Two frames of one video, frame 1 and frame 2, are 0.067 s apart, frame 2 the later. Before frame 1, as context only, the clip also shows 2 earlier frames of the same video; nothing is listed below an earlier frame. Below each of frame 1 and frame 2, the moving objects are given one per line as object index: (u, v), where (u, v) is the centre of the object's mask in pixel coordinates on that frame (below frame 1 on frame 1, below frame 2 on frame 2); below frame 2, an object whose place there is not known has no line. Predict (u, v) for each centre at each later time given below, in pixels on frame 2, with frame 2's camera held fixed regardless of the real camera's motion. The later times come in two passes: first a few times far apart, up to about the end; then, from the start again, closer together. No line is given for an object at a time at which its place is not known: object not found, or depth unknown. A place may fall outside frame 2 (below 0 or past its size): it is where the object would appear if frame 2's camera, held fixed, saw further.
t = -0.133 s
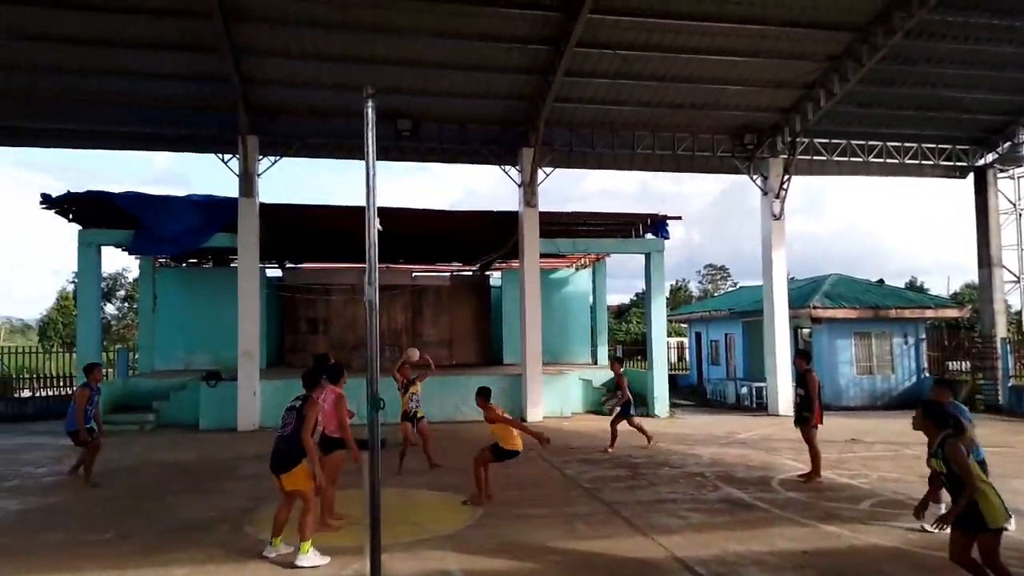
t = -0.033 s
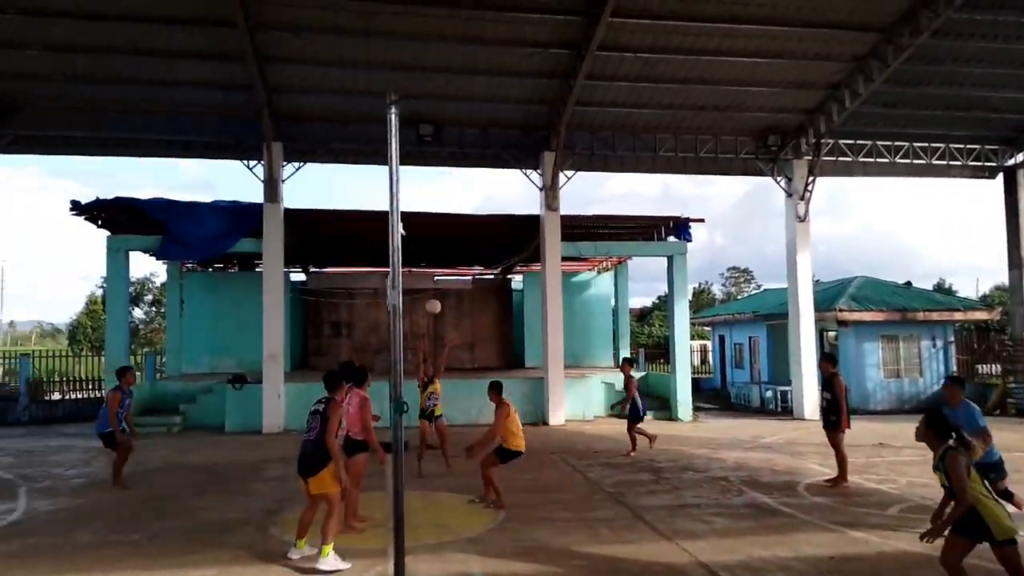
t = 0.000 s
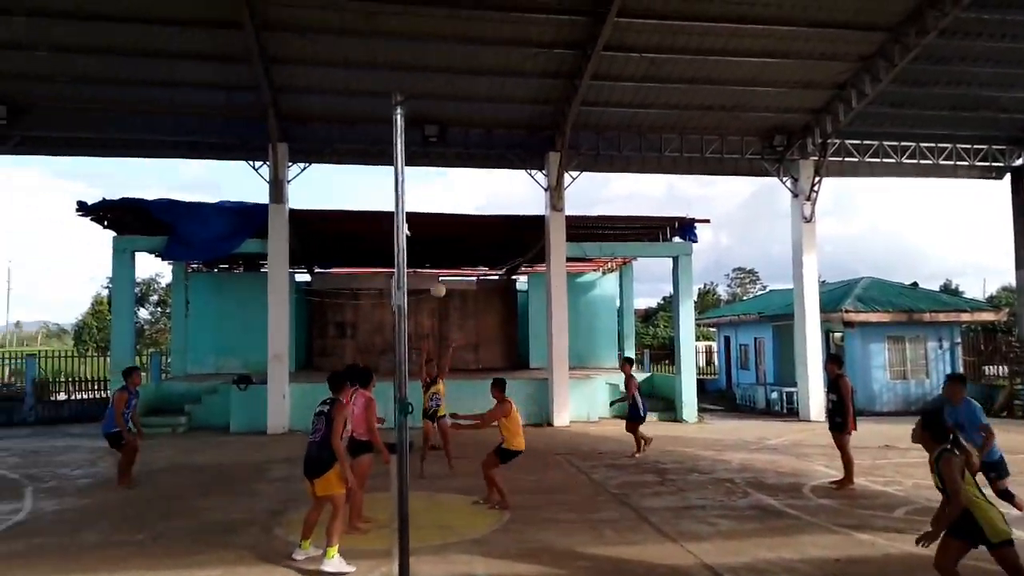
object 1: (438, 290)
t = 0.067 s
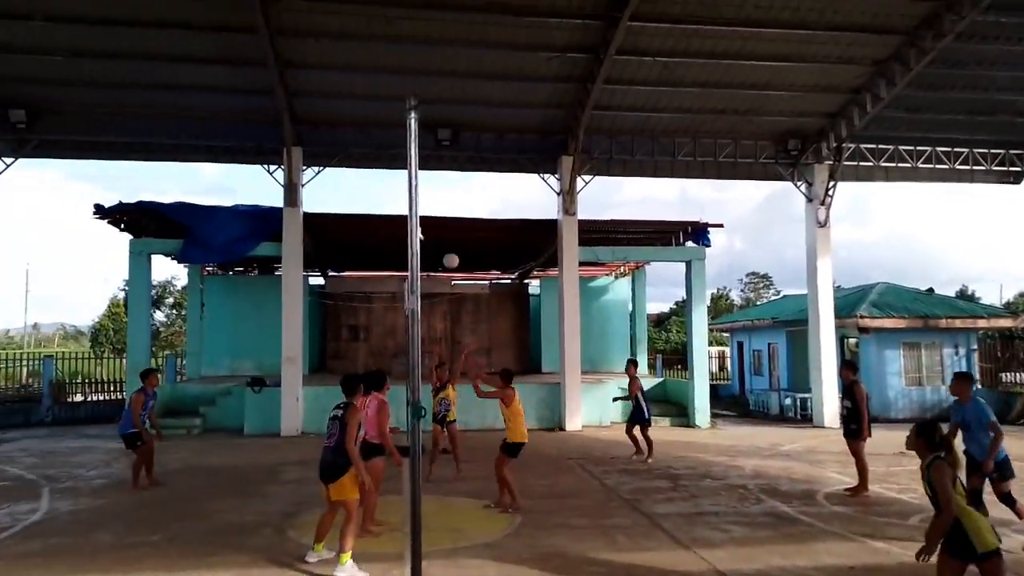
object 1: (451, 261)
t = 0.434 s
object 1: (459, 121)
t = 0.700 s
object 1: (471, 75)
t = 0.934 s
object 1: (483, 74)
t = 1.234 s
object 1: (506, 171)
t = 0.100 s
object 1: (450, 243)
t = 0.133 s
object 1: (451, 230)
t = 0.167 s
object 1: (452, 216)
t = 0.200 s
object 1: (452, 202)
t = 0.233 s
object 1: (453, 188)
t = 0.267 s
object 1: (454, 175)
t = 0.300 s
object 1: (455, 162)
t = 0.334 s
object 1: (456, 151)
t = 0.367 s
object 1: (456, 140)
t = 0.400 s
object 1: (457, 130)
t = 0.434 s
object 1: (459, 121)
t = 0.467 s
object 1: (460, 111)
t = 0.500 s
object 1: (466, 104)
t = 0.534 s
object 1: (466, 97)
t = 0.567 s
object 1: (464, 90)
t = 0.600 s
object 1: (466, 84)
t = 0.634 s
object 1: (470, 79)
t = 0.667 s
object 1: (473, 75)
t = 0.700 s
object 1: (471, 75)
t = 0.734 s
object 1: (472, 75)
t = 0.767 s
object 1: (475, 69)
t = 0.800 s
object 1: (476, 66)
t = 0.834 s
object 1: (478, 67)
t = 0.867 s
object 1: (479, 67)
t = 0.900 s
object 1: (481, 69)
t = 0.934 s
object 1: (483, 74)
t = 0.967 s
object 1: (485, 78)
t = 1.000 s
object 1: (487, 85)
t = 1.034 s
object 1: (490, 92)
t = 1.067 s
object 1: (492, 101)
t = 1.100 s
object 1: (494, 112)
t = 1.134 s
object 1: (497, 124)
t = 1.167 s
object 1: (499, 138)
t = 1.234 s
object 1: (506, 171)
